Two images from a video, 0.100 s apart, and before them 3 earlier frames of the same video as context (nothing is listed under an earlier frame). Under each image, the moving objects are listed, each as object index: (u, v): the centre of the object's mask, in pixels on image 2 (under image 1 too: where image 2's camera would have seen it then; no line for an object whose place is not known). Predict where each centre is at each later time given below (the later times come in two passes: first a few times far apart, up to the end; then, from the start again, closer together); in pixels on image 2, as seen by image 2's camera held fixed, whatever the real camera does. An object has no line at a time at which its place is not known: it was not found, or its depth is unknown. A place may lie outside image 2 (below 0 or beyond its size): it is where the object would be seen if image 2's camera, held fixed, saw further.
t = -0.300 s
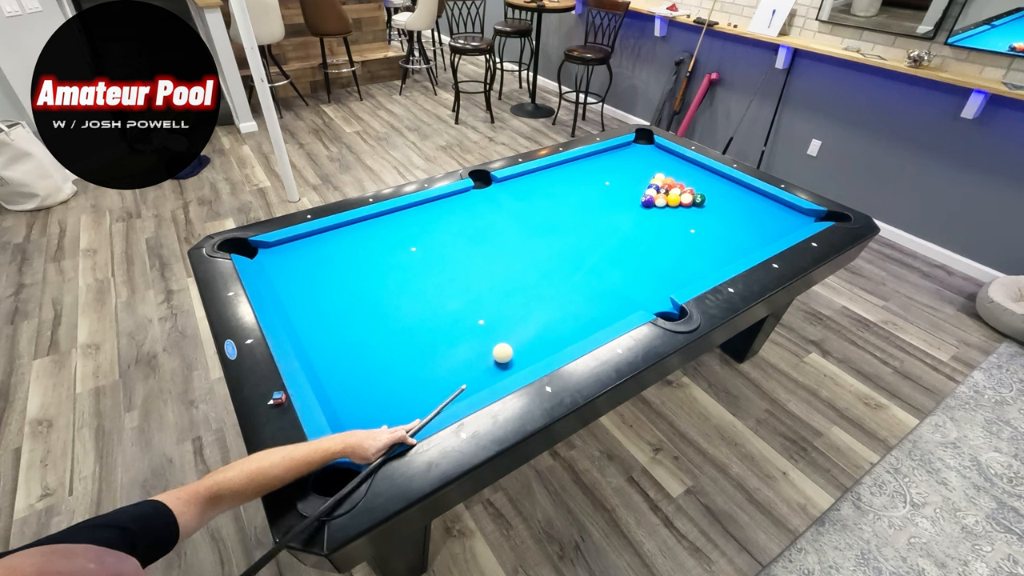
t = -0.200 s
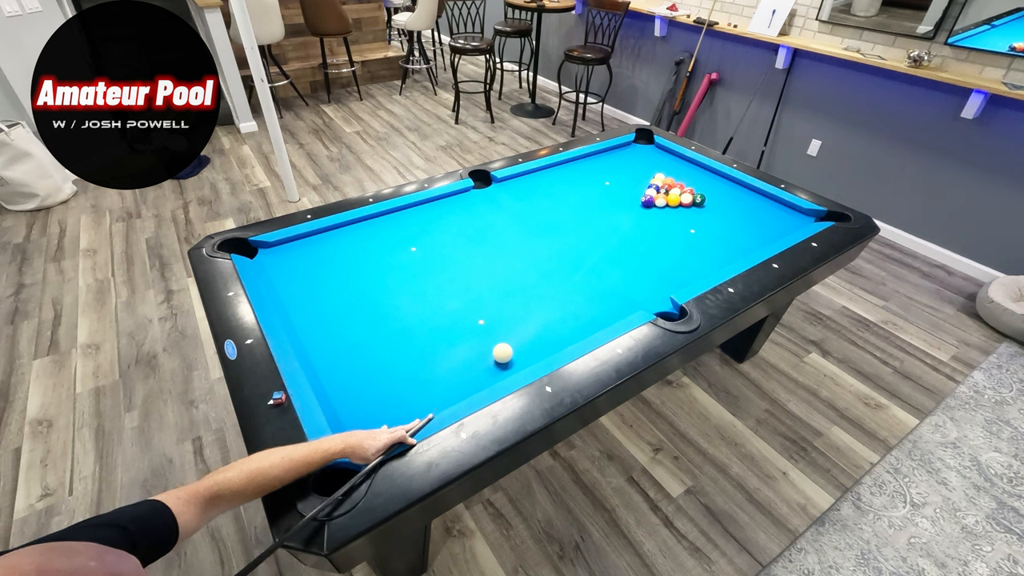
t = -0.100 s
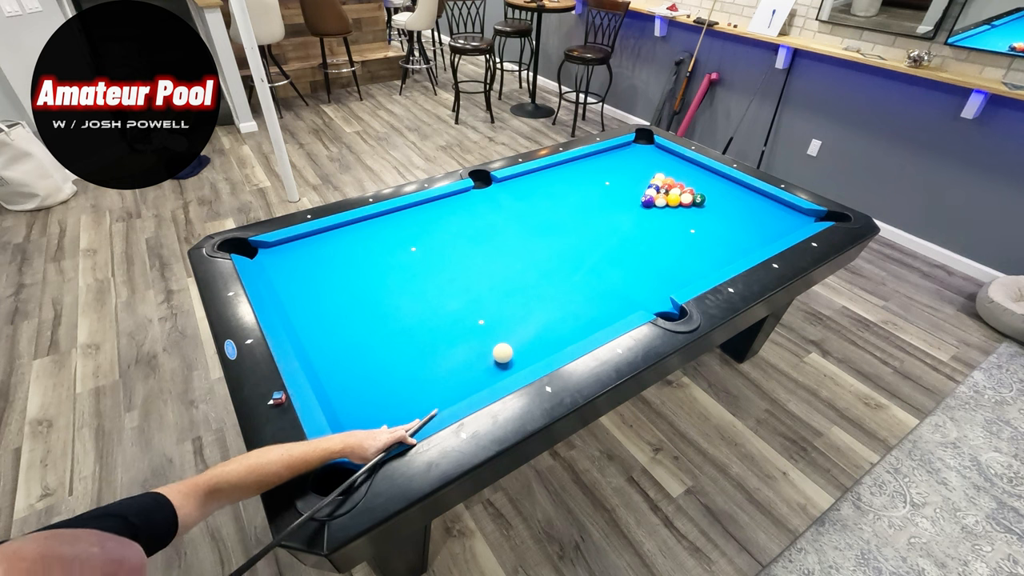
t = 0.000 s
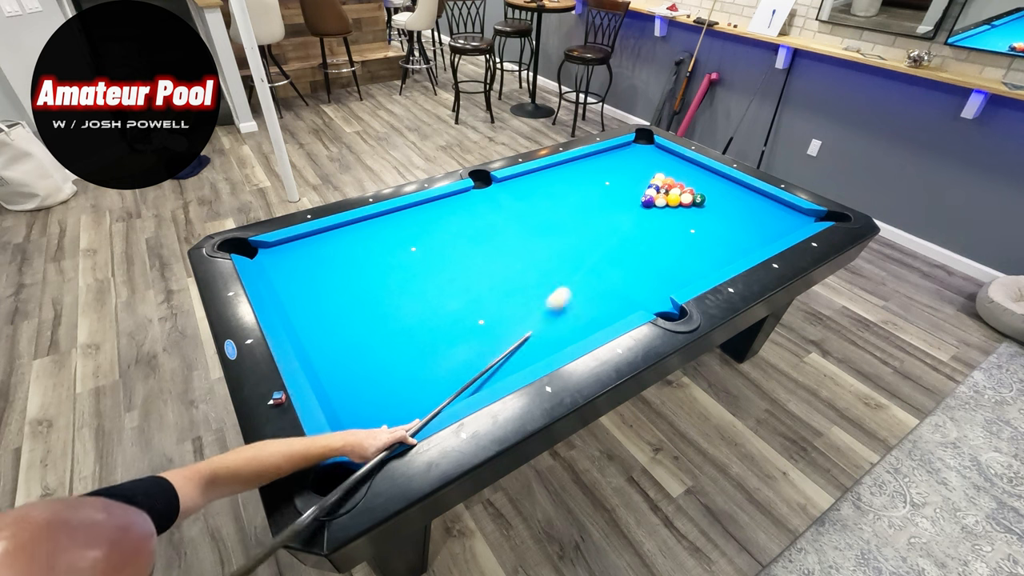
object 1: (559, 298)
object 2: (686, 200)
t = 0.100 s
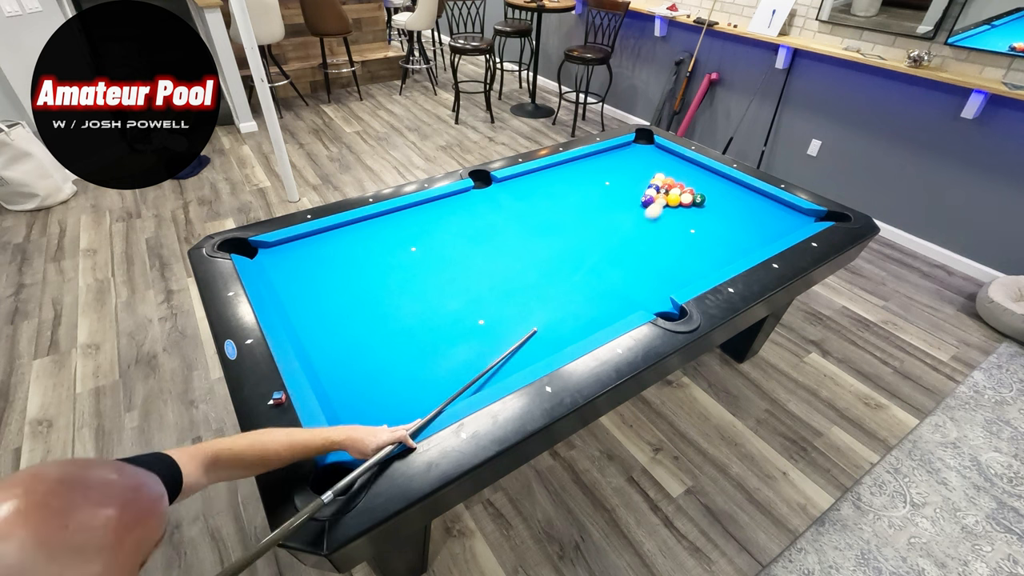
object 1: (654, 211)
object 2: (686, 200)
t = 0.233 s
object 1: (727, 229)
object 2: (691, 202)
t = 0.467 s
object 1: (729, 214)
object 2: (698, 205)
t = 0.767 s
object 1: (674, 173)
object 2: (707, 209)
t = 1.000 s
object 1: (651, 154)
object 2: (712, 212)
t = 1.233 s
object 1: (661, 154)
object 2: (712, 221)
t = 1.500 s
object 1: (682, 158)
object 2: (716, 232)
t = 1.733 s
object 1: (690, 163)
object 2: (717, 242)
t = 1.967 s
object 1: (695, 168)
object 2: (724, 254)
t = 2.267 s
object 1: (701, 173)
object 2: (727, 257)
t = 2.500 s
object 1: (706, 177)
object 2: (728, 257)
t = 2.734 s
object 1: (710, 181)
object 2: (729, 257)
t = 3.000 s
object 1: (714, 184)
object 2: (729, 256)
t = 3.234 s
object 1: (718, 187)
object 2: (728, 256)
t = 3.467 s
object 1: (720, 190)
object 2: (729, 257)
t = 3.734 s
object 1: (723, 192)
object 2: (729, 256)
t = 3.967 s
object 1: (724, 193)
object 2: (728, 256)
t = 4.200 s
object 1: (725, 194)
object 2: (729, 256)
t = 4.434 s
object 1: (726, 194)
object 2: (728, 256)
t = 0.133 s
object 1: (673, 210)
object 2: (687, 200)
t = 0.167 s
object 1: (691, 216)
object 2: (688, 201)
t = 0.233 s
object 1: (727, 229)
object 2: (691, 202)
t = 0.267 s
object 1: (745, 235)
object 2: (692, 203)
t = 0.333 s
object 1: (760, 237)
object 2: (694, 204)
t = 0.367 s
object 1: (751, 231)
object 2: (695, 204)
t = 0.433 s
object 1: (736, 219)
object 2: (697, 205)
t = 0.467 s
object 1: (729, 214)
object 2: (698, 205)
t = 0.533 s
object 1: (716, 204)
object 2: (700, 206)
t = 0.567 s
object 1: (710, 198)
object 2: (701, 207)
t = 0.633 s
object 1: (697, 189)
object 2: (703, 208)
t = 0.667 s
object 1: (691, 185)
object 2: (704, 208)
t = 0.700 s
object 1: (685, 181)
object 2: (705, 208)
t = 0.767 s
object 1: (674, 173)
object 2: (707, 209)
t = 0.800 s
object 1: (669, 170)
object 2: (707, 210)
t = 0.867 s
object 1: (659, 162)
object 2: (709, 211)
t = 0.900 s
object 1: (654, 159)
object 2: (709, 211)
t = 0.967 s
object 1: (649, 154)
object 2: (711, 212)
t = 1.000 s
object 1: (651, 154)
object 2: (712, 212)
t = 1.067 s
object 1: (654, 154)
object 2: (712, 215)
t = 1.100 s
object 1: (655, 154)
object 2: (712, 216)
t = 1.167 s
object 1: (657, 153)
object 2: (712, 219)
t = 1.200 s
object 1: (659, 153)
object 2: (712, 220)
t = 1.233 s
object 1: (661, 154)
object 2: (712, 221)
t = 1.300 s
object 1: (667, 155)
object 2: (713, 223)
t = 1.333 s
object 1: (669, 156)
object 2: (713, 224)
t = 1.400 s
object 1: (674, 157)
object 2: (715, 227)
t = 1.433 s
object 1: (677, 157)
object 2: (715, 229)
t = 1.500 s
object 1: (682, 158)
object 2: (716, 232)
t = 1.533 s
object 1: (684, 159)
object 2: (716, 233)
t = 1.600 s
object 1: (687, 160)
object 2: (717, 236)
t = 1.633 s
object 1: (687, 161)
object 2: (717, 238)
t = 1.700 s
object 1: (689, 162)
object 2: (717, 241)
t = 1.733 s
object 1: (690, 163)
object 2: (717, 242)
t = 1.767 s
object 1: (691, 164)
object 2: (717, 244)
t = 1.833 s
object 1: (692, 165)
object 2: (718, 246)
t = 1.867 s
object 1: (693, 166)
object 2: (718, 248)
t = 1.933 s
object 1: (694, 167)
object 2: (722, 252)
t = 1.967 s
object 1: (695, 168)
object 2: (724, 254)
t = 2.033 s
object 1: (696, 169)
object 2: (728, 258)
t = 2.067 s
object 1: (697, 169)
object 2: (728, 258)
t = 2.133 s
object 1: (699, 171)
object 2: (726, 258)
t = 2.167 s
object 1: (699, 171)
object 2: (726, 257)
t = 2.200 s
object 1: (700, 172)
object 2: (727, 257)
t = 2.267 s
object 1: (701, 173)
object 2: (727, 257)
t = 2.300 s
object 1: (702, 174)
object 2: (727, 257)
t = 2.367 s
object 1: (703, 175)
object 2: (728, 257)
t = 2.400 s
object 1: (704, 175)
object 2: (728, 257)
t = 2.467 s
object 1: (705, 176)
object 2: (728, 257)
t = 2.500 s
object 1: (706, 177)
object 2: (728, 257)
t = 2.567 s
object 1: (707, 178)
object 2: (729, 257)
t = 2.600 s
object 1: (708, 179)
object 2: (729, 257)
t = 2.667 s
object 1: (709, 180)
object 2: (729, 257)
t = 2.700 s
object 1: (709, 180)
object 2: (729, 257)
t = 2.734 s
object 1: (710, 181)
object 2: (729, 257)
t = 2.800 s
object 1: (711, 182)
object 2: (729, 256)
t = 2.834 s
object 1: (712, 182)
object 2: (729, 256)
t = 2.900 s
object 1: (713, 183)
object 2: (729, 257)
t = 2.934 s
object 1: (713, 183)
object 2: (729, 256)
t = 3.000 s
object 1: (714, 184)
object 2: (729, 256)
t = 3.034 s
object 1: (715, 185)
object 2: (729, 257)
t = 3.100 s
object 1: (716, 186)
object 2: (729, 257)
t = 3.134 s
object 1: (716, 186)
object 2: (729, 256)
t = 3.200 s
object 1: (717, 187)
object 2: (729, 256)
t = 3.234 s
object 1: (718, 187)
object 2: (728, 256)
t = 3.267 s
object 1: (718, 187)
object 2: (729, 257)
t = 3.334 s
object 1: (719, 188)
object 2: (729, 256)
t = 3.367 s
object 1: (719, 188)
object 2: (729, 256)
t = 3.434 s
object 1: (720, 189)
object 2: (729, 257)
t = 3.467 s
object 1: (720, 190)
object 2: (729, 257)
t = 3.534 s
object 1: (721, 190)
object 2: (728, 256)
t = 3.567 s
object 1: (721, 190)
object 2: (729, 256)
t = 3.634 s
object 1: (722, 191)
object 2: (728, 256)
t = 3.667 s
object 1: (722, 191)
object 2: (728, 256)
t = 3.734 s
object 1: (723, 192)
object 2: (729, 256)
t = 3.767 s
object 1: (723, 192)
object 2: (729, 256)
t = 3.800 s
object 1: (723, 192)
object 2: (729, 256)
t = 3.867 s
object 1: (724, 192)
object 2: (728, 256)
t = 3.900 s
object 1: (724, 193)
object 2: (729, 256)
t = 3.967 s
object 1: (724, 193)
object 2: (728, 256)
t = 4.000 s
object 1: (724, 193)
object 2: (728, 256)
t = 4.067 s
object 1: (725, 194)
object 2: (729, 256)
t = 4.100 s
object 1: (725, 194)
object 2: (728, 256)
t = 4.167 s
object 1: (725, 194)
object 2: (729, 256)
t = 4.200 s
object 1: (725, 194)
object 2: (729, 256)
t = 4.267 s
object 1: (725, 194)
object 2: (728, 256)
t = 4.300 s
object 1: (725, 194)
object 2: (728, 256)
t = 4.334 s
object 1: (726, 194)
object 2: (728, 256)
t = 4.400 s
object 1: (726, 194)
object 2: (729, 256)
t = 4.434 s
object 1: (726, 194)
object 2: (728, 256)
